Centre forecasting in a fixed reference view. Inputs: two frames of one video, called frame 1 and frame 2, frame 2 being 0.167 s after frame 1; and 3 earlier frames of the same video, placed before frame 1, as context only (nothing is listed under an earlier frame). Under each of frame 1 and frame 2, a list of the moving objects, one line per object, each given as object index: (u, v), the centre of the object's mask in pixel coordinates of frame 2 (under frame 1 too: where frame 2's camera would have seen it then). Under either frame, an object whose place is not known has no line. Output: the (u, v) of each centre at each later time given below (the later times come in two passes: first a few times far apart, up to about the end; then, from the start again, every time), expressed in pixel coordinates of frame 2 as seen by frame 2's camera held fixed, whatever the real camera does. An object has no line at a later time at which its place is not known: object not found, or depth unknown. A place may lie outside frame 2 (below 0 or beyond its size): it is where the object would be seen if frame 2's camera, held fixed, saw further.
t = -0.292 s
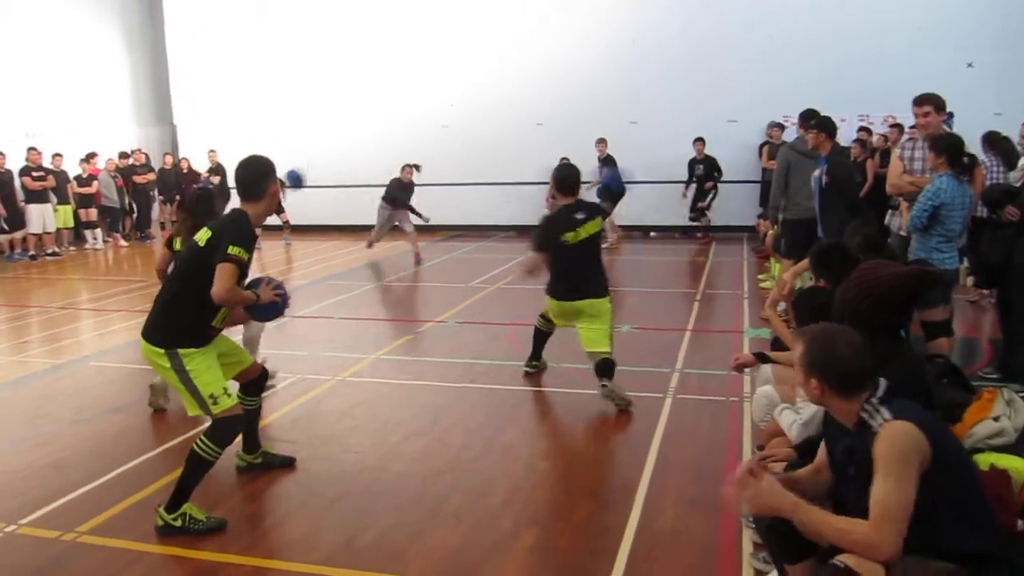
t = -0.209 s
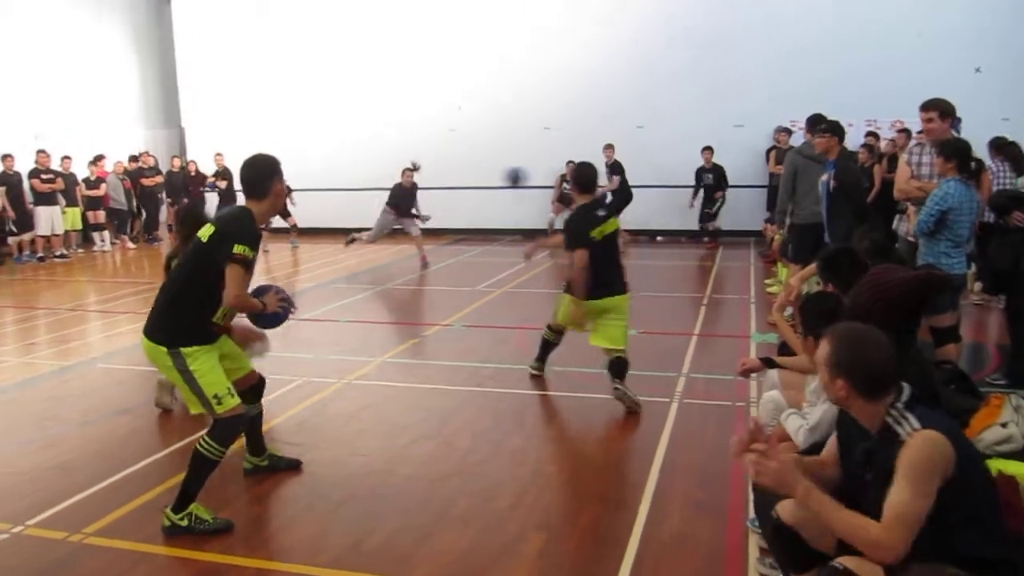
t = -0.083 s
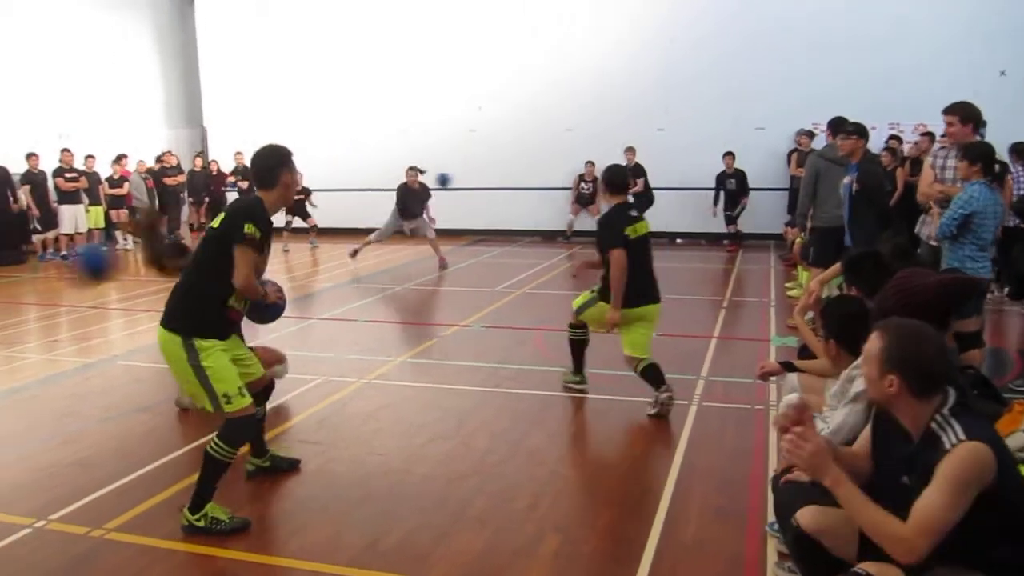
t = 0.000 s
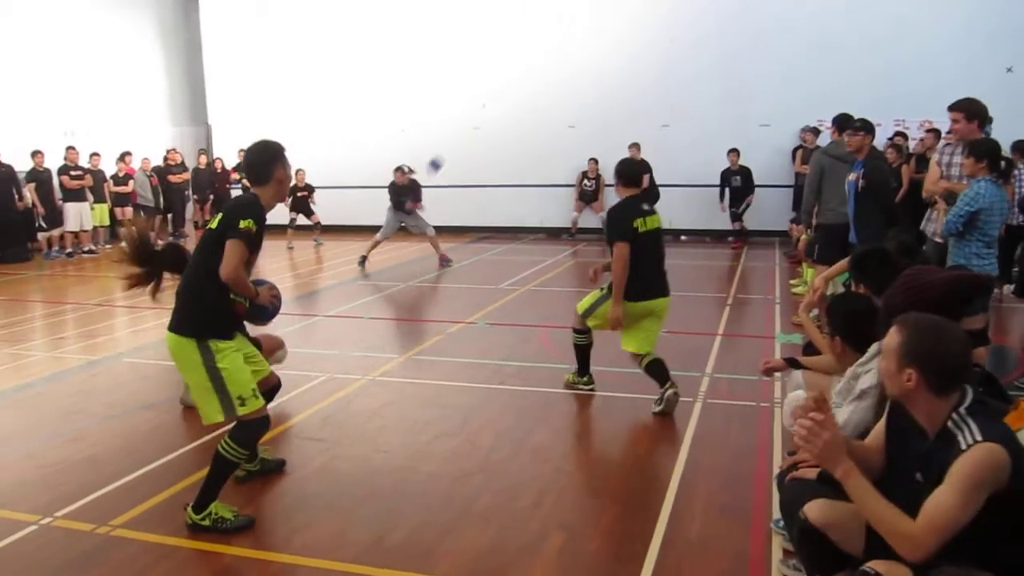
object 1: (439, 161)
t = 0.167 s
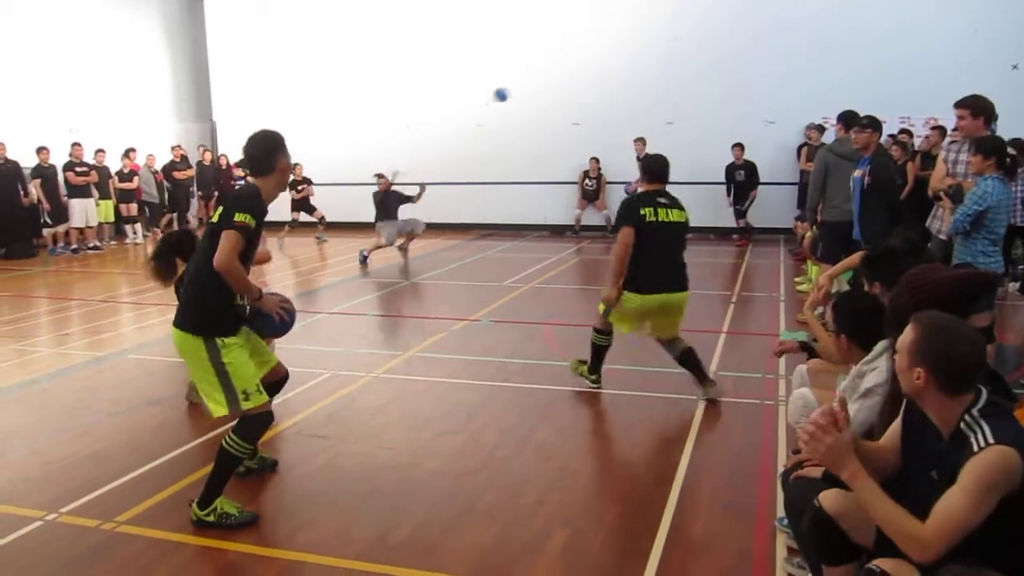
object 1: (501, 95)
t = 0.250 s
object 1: (531, 69)
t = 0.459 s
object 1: (606, 28)
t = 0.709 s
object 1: (694, 24)
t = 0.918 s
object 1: (762, 56)
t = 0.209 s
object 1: (516, 81)
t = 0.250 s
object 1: (531, 69)
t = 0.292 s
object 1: (546, 58)
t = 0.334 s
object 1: (561, 49)
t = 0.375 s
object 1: (576, 40)
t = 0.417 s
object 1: (591, 33)
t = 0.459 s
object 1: (606, 28)
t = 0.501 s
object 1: (621, 23)
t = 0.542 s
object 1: (636, 20)
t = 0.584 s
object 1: (651, 19)
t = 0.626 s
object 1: (665, 19)
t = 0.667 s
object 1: (680, 21)
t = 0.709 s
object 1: (694, 24)
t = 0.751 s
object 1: (708, 27)
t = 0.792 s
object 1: (722, 32)
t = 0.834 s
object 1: (735, 39)
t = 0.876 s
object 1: (749, 47)
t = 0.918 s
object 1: (762, 56)
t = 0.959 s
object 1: (775, 67)
